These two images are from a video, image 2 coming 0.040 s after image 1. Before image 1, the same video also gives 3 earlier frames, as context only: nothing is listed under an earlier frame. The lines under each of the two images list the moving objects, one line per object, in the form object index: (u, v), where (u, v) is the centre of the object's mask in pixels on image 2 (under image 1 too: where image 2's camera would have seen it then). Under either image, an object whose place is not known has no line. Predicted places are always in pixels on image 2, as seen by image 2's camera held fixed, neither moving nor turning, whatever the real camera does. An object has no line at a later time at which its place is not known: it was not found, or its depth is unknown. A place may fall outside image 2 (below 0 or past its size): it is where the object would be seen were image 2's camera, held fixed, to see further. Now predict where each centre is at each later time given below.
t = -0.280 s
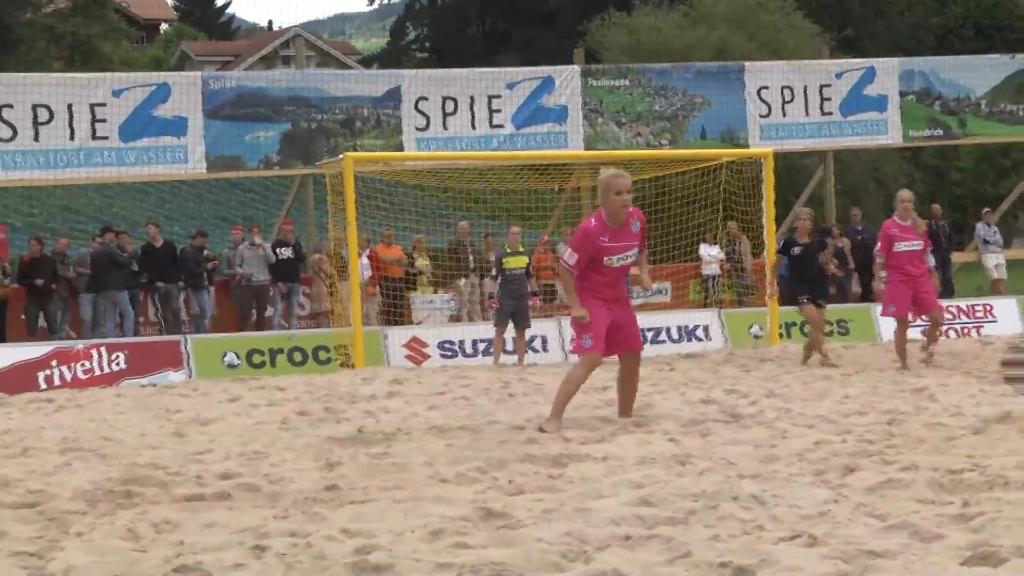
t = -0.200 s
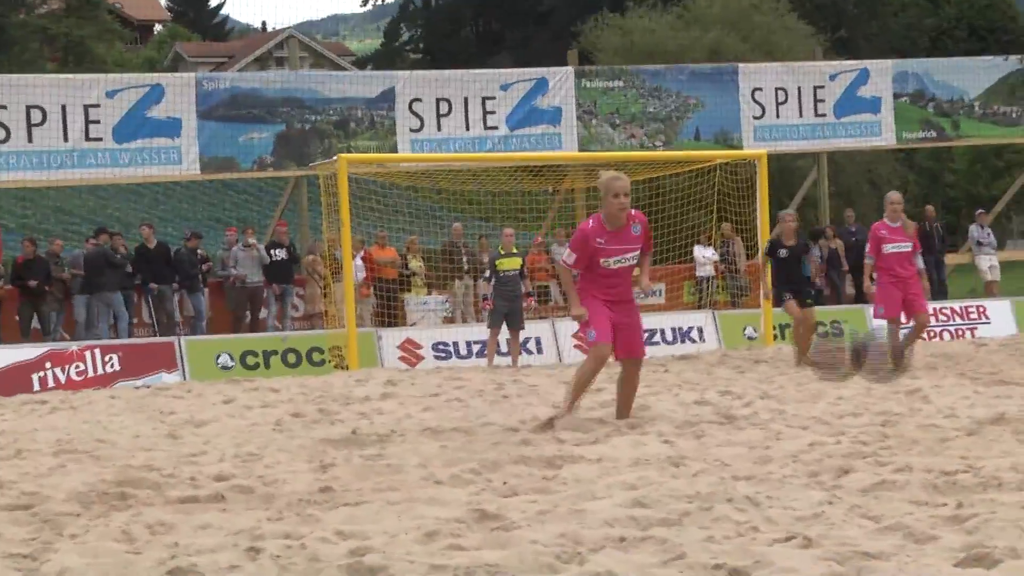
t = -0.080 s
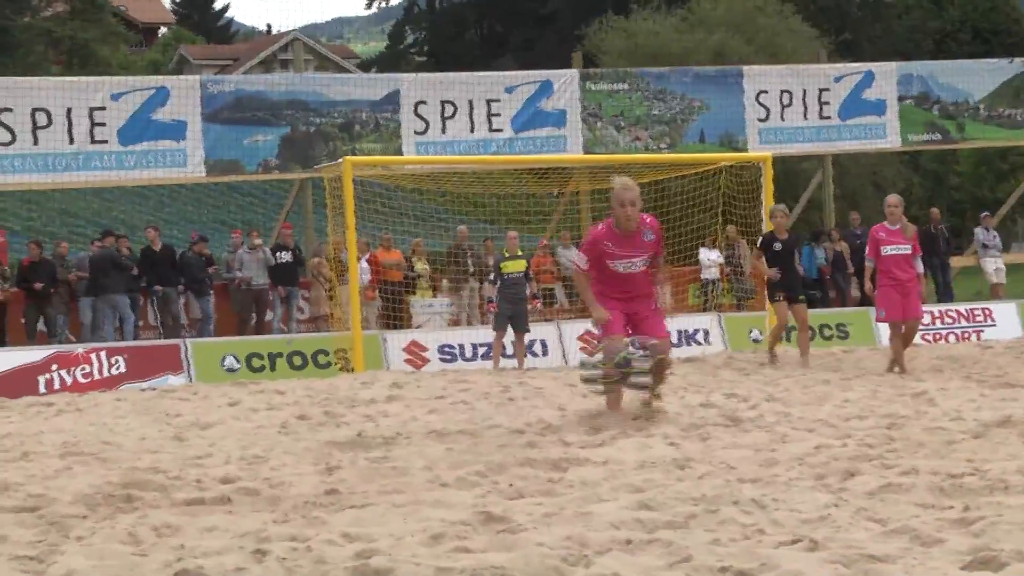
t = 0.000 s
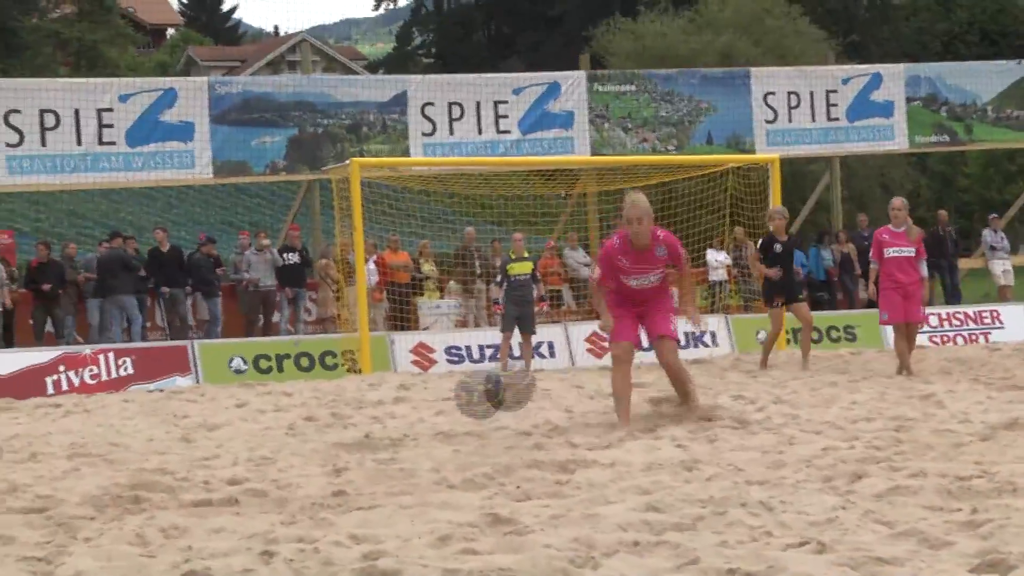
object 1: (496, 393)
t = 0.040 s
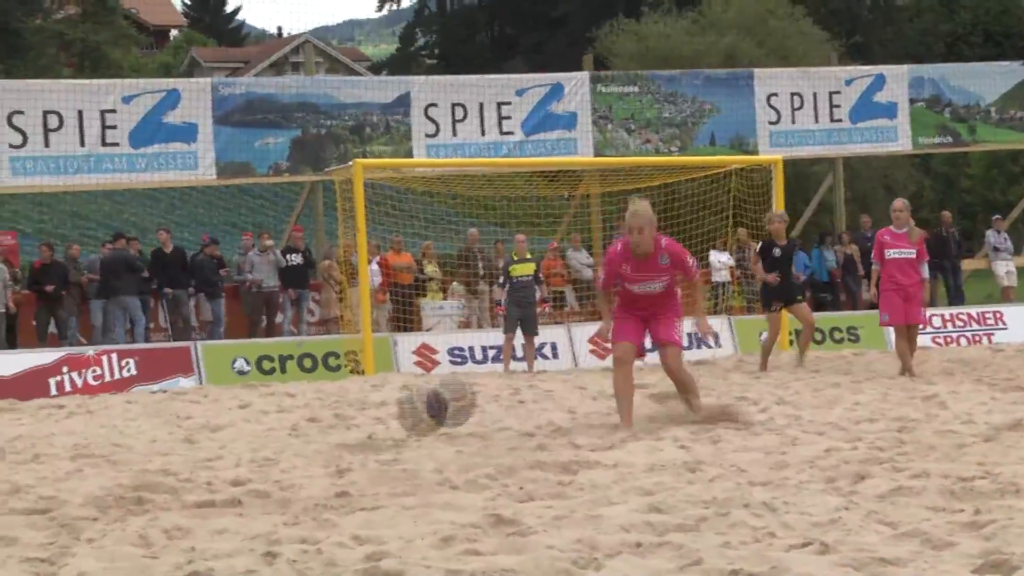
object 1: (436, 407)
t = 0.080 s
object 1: (380, 426)
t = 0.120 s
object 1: (325, 449)
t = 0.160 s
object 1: (281, 456)
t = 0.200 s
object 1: (251, 452)
